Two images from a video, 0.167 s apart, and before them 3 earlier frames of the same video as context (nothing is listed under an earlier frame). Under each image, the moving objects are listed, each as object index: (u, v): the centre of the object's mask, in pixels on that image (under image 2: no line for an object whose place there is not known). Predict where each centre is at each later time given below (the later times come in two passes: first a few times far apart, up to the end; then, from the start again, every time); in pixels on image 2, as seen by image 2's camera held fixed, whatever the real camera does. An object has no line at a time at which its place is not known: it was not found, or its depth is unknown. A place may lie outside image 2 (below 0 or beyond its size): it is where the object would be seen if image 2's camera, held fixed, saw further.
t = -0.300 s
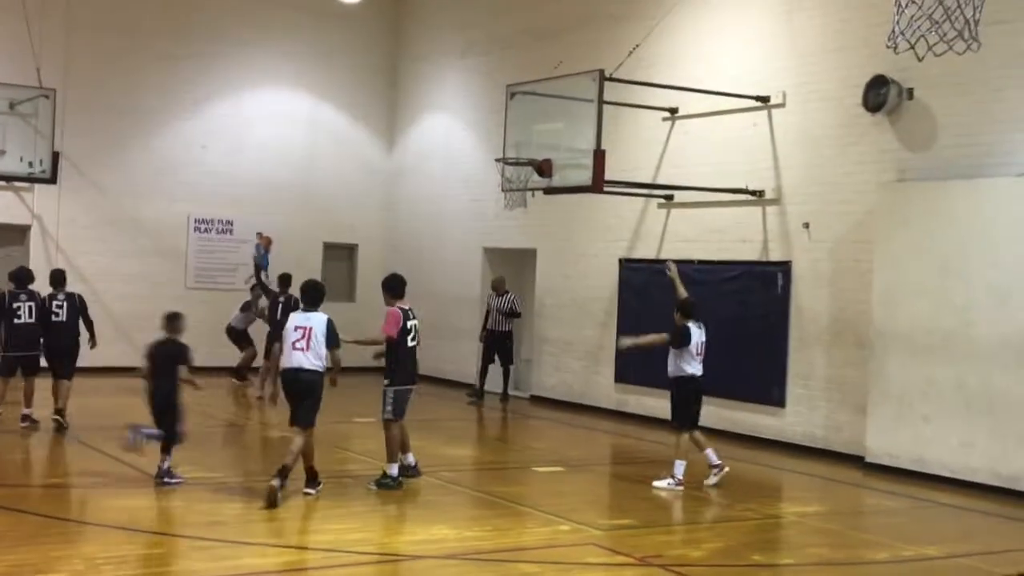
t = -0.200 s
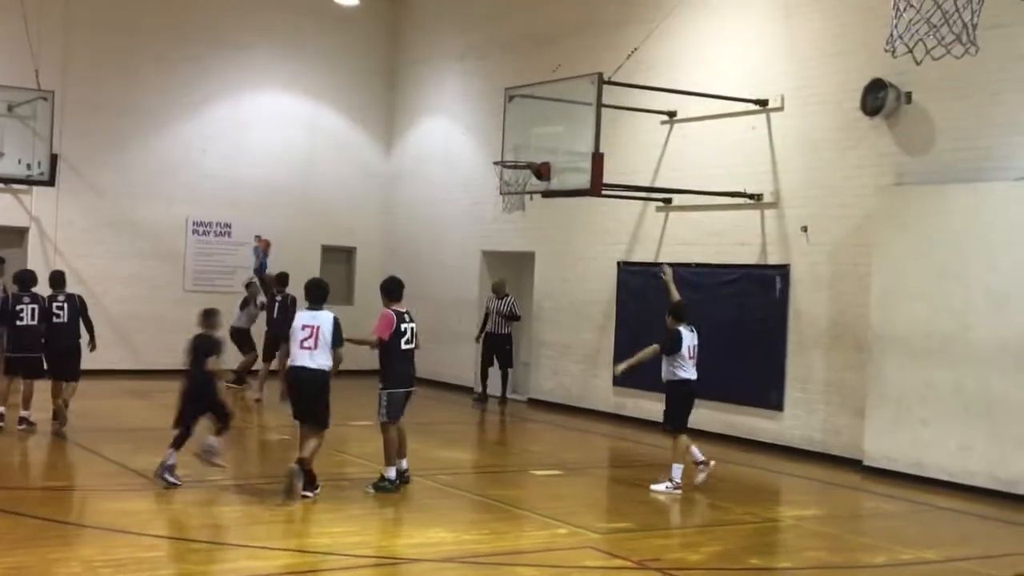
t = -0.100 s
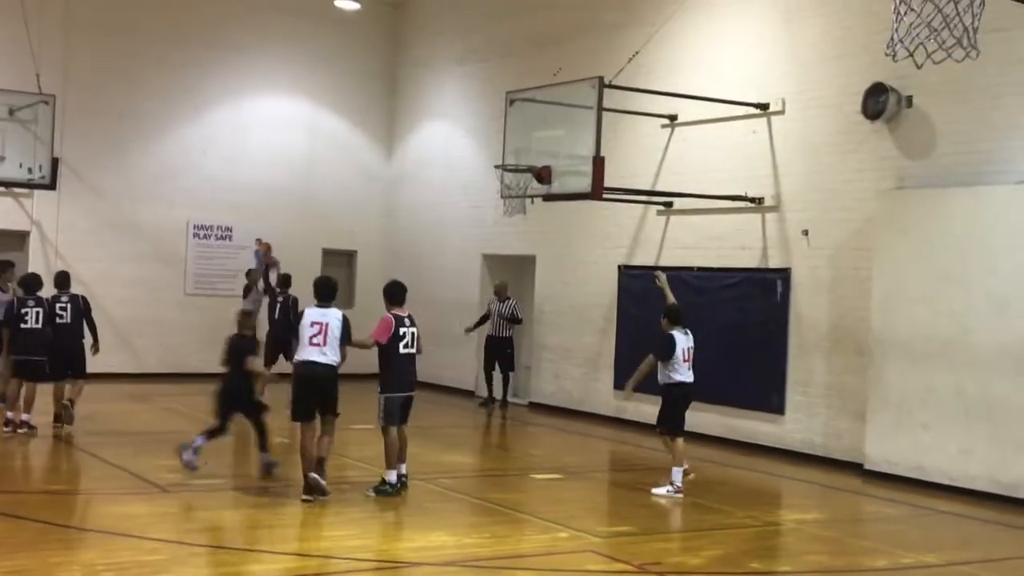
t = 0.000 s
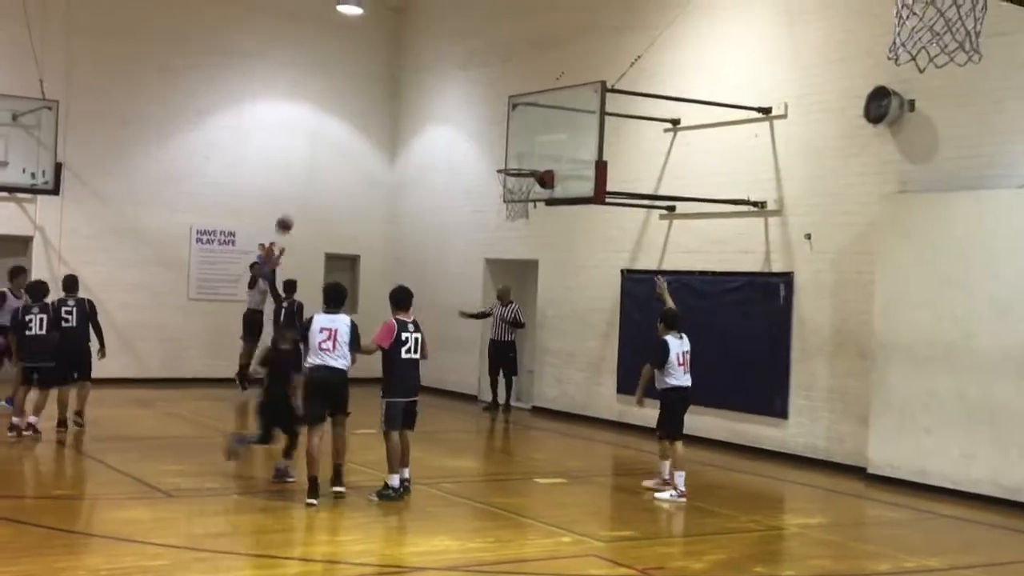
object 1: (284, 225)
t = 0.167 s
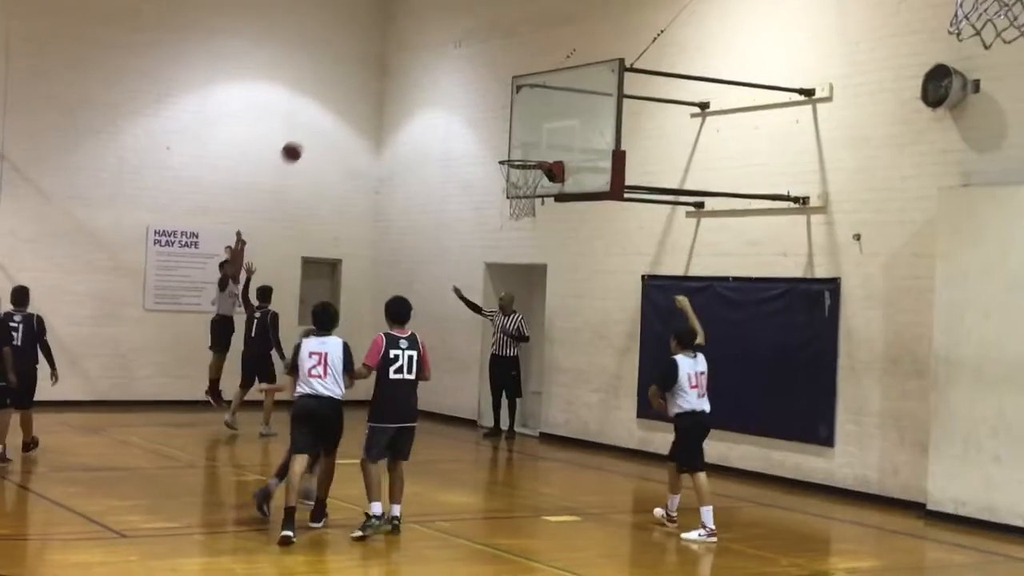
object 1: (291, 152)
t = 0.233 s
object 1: (306, 127)
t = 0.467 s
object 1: (357, 72)
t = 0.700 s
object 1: (414, 58)
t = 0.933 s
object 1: (473, 93)
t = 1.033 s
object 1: (499, 126)
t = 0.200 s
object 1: (299, 138)
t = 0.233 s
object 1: (306, 127)
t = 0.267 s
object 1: (313, 116)
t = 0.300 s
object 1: (320, 107)
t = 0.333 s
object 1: (327, 99)
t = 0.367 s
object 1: (334, 91)
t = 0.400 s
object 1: (342, 83)
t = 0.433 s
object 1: (349, 77)
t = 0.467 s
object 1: (357, 72)
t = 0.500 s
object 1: (365, 67)
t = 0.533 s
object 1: (372, 63)
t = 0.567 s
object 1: (379, 61)
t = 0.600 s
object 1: (387, 58)
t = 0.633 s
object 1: (396, 58)
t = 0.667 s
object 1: (405, 58)
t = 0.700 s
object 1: (414, 58)
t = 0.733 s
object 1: (422, 60)
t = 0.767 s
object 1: (431, 62)
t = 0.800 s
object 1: (439, 66)
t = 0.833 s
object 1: (447, 71)
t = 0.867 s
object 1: (456, 78)
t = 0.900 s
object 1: (464, 85)
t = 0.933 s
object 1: (473, 93)
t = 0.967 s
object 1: (481, 104)
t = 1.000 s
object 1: (490, 115)
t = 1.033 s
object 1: (499, 126)
